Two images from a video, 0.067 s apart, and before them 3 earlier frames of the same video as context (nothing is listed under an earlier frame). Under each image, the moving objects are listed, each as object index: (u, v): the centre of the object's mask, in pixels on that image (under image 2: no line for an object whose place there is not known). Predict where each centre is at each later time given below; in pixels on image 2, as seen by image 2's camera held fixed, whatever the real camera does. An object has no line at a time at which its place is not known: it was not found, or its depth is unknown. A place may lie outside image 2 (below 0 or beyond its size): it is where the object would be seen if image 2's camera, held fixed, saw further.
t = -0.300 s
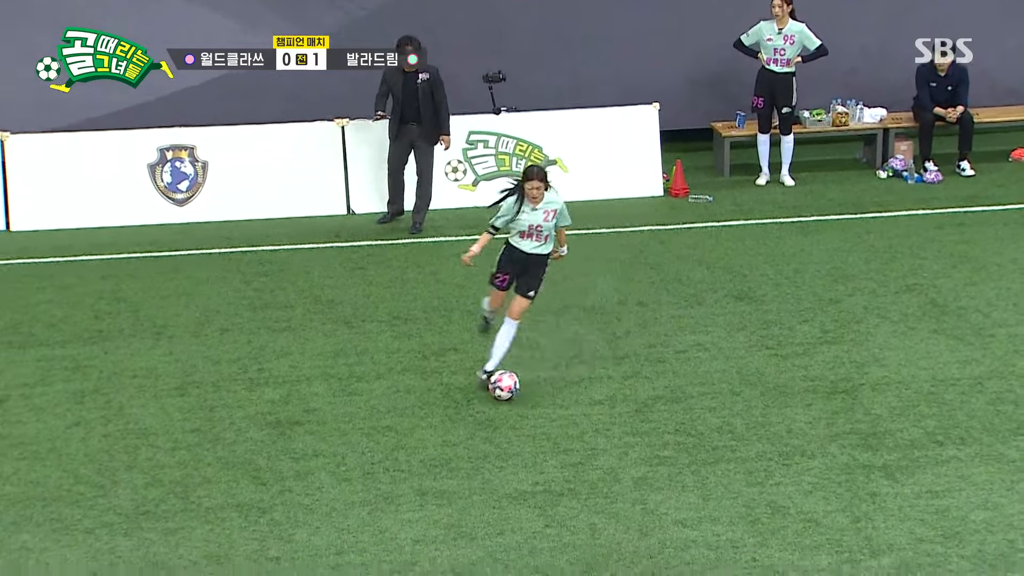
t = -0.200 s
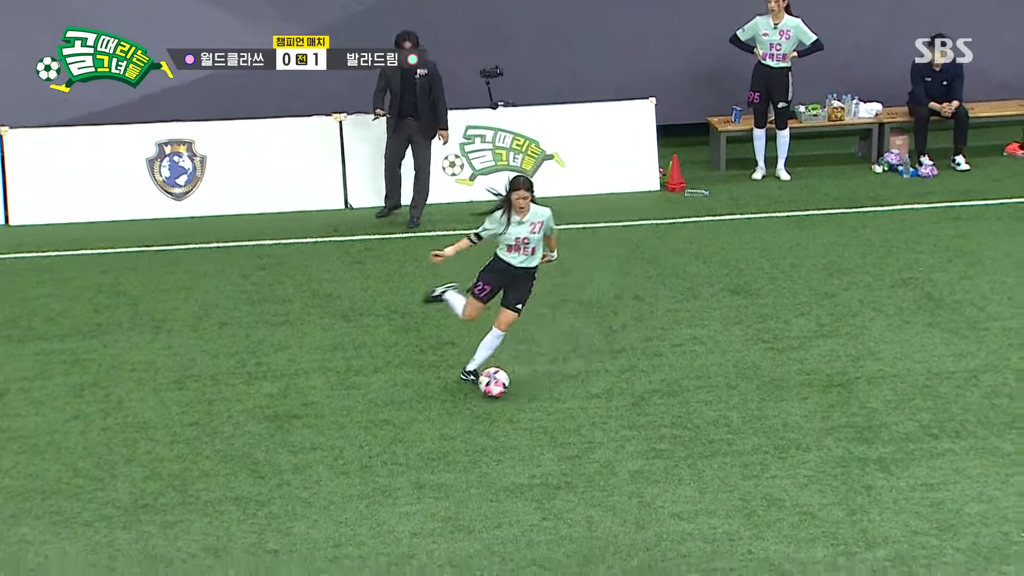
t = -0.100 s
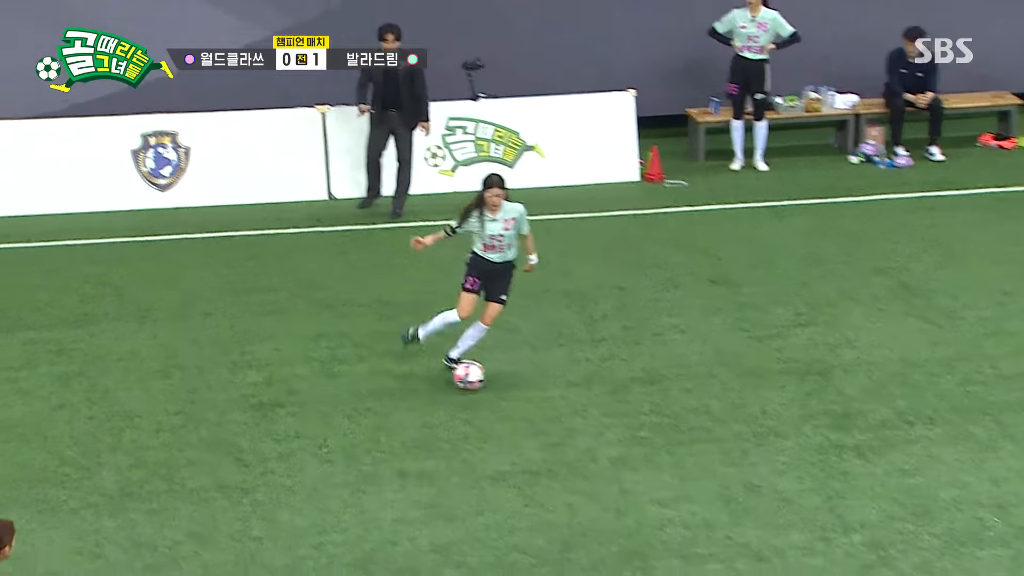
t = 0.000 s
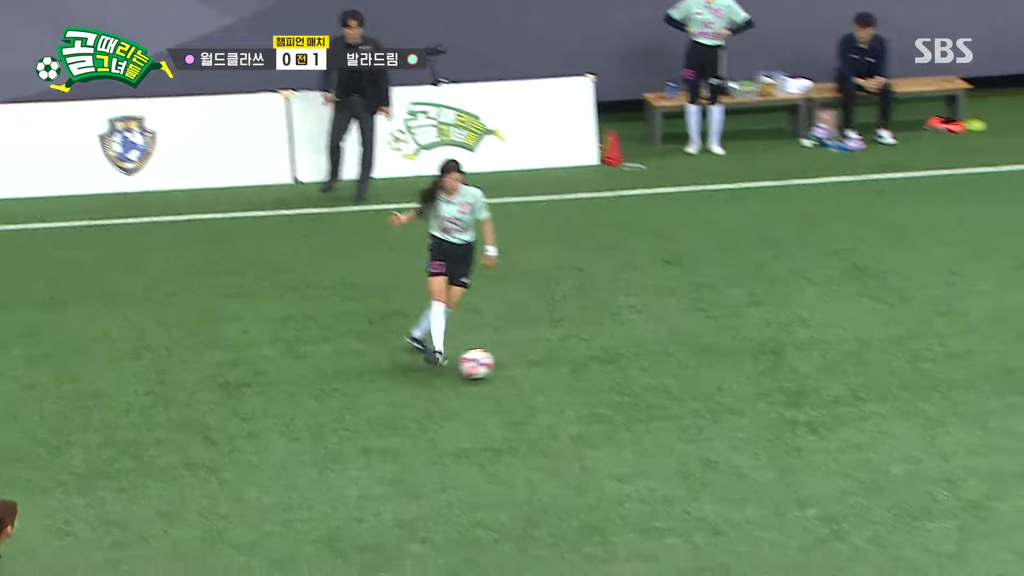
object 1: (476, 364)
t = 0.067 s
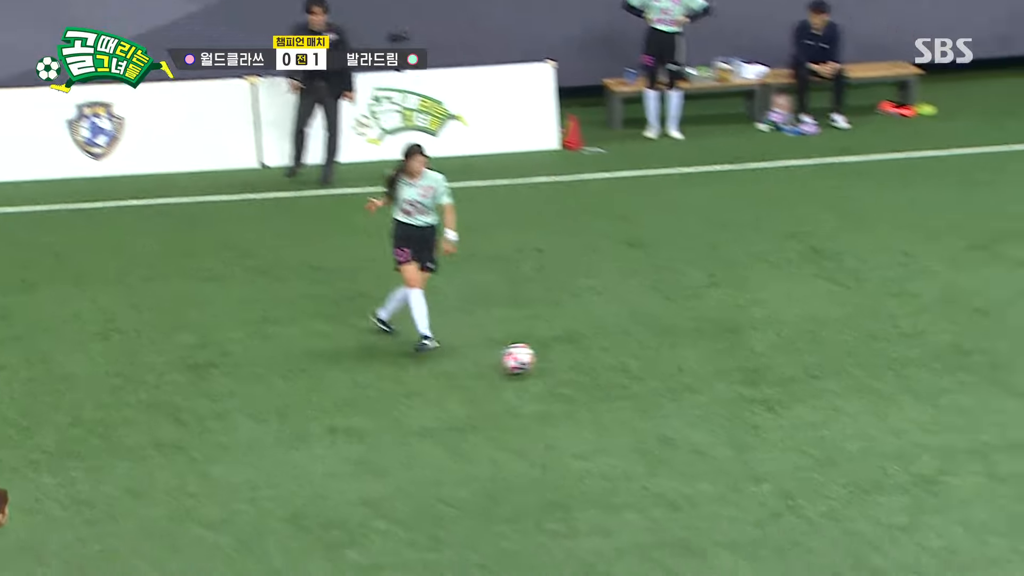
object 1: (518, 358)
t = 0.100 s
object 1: (557, 367)
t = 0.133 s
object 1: (598, 377)
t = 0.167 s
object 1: (636, 382)
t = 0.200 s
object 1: (673, 388)
